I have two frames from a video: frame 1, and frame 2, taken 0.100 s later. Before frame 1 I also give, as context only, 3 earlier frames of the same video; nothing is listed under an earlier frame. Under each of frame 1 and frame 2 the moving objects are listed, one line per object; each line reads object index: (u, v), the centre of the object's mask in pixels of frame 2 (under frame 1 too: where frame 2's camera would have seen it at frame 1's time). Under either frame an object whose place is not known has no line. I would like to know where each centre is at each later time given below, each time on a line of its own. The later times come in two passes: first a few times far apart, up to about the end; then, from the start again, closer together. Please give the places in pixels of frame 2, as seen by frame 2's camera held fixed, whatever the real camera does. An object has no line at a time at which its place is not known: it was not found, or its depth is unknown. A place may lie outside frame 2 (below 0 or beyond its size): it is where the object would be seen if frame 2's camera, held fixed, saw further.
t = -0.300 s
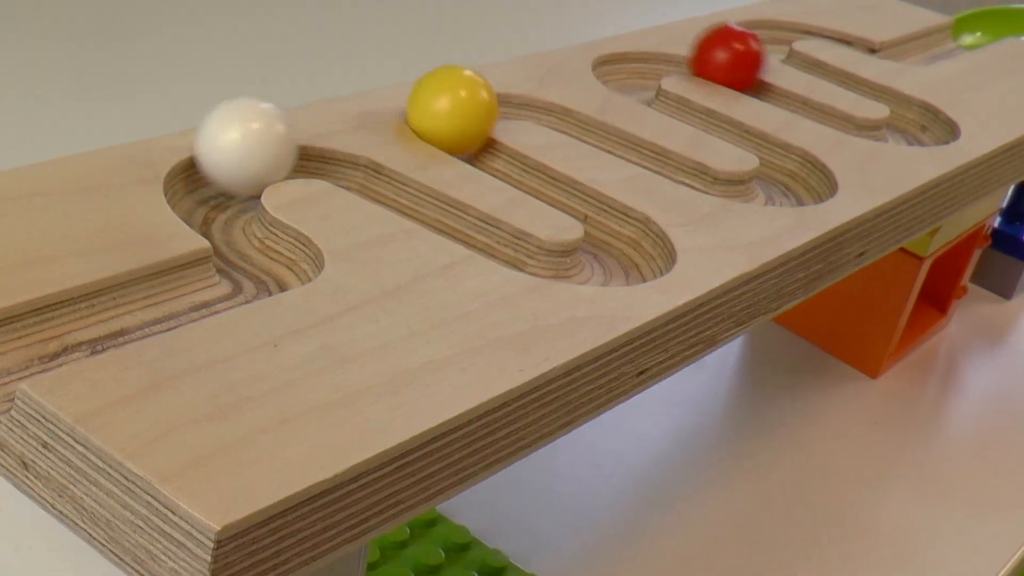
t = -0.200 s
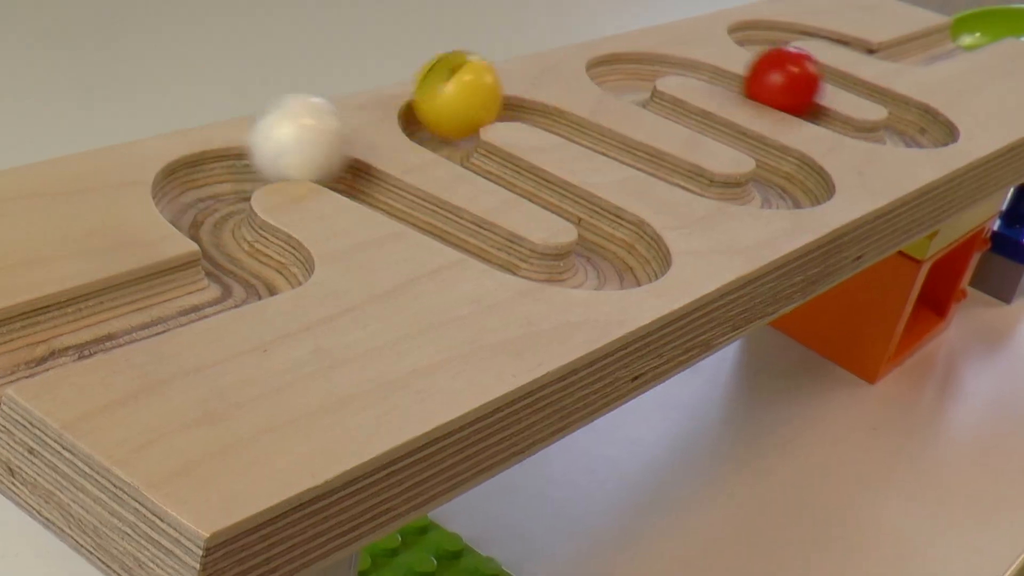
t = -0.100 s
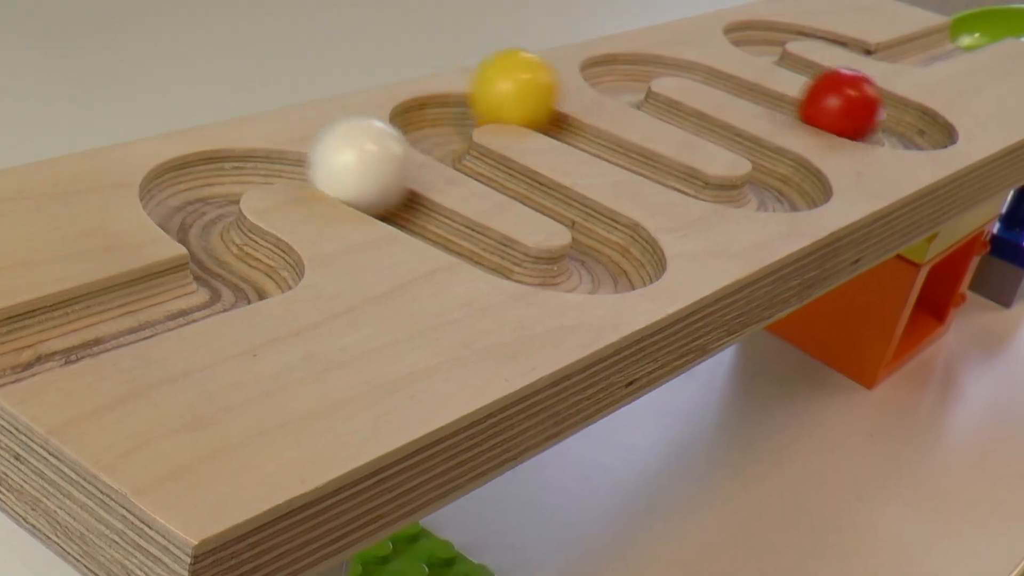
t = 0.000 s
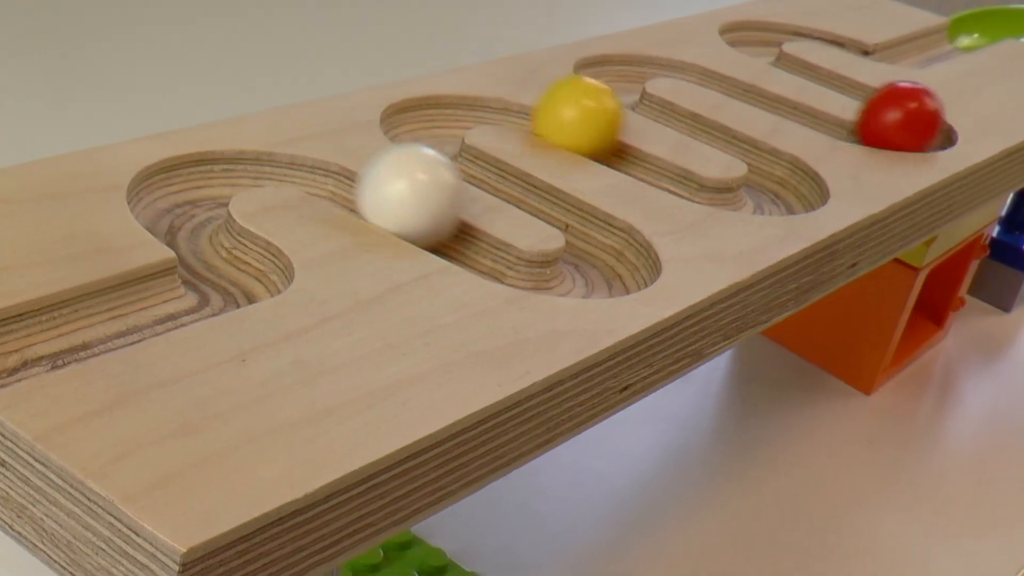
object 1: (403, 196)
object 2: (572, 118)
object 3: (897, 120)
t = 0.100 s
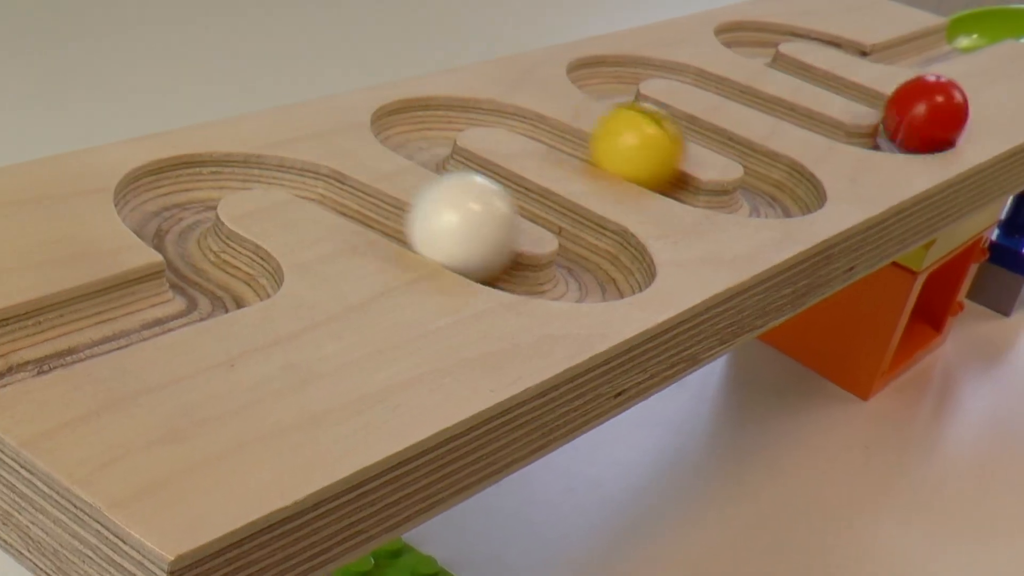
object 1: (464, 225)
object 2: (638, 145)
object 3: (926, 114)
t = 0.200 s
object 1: (528, 248)
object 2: (706, 169)
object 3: (898, 86)
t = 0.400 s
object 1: (611, 231)
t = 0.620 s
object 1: (484, 152)
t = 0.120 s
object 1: (476, 230)
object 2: (650, 150)
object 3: (925, 110)
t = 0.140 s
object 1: (488, 235)
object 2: (664, 154)
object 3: (922, 104)
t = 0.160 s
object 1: (502, 241)
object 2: (678, 160)
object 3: (916, 99)
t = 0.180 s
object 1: (514, 245)
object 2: (692, 165)
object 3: (907, 94)
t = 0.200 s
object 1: (528, 248)
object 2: (706, 169)
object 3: (898, 86)
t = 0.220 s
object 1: (542, 251)
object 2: (721, 172)
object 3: (888, 80)
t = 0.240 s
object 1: (557, 253)
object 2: (734, 175)
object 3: (876, 74)
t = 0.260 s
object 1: (570, 254)
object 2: (748, 176)
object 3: (866, 69)
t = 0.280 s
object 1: (582, 254)
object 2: (761, 177)
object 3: (855, 65)
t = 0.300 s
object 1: (592, 253)
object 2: (772, 177)
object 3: (845, 60)
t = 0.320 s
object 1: (601, 252)
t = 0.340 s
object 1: (607, 250)
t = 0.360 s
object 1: (611, 246)
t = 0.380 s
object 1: (613, 238)
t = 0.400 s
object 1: (611, 231)
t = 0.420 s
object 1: (606, 224)
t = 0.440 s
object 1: (598, 217)
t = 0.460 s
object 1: (587, 207)
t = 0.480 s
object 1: (575, 199)
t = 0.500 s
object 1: (563, 191)
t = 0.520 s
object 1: (549, 183)
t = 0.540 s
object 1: (536, 177)
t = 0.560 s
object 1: (523, 170)
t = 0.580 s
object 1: (510, 163)
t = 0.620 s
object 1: (484, 152)
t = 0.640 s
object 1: (472, 145)
